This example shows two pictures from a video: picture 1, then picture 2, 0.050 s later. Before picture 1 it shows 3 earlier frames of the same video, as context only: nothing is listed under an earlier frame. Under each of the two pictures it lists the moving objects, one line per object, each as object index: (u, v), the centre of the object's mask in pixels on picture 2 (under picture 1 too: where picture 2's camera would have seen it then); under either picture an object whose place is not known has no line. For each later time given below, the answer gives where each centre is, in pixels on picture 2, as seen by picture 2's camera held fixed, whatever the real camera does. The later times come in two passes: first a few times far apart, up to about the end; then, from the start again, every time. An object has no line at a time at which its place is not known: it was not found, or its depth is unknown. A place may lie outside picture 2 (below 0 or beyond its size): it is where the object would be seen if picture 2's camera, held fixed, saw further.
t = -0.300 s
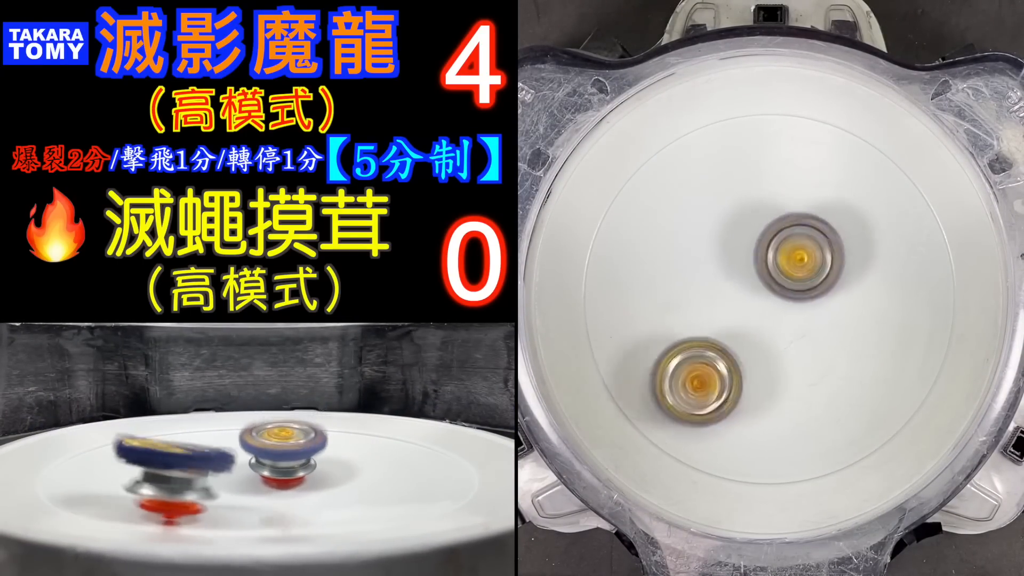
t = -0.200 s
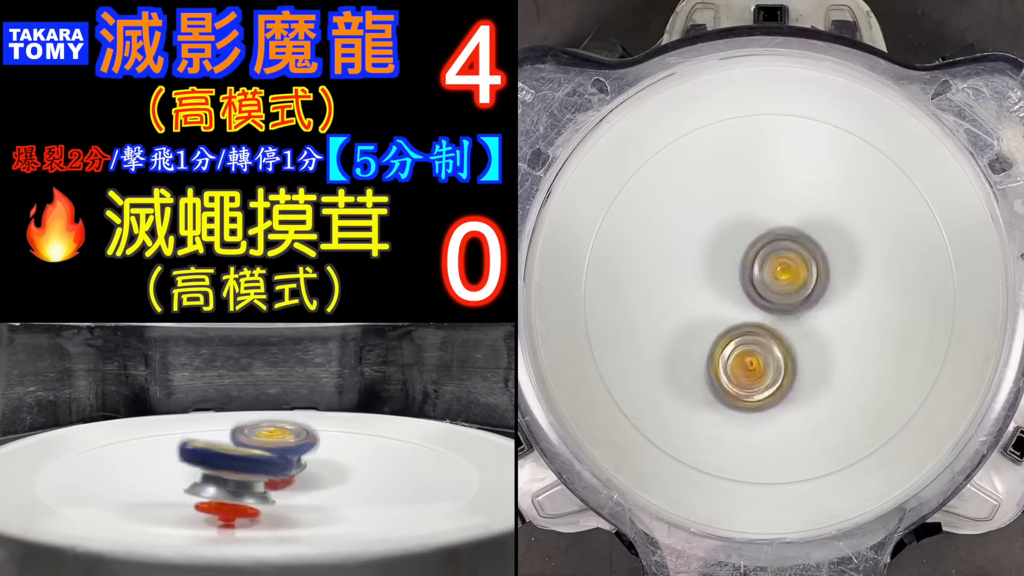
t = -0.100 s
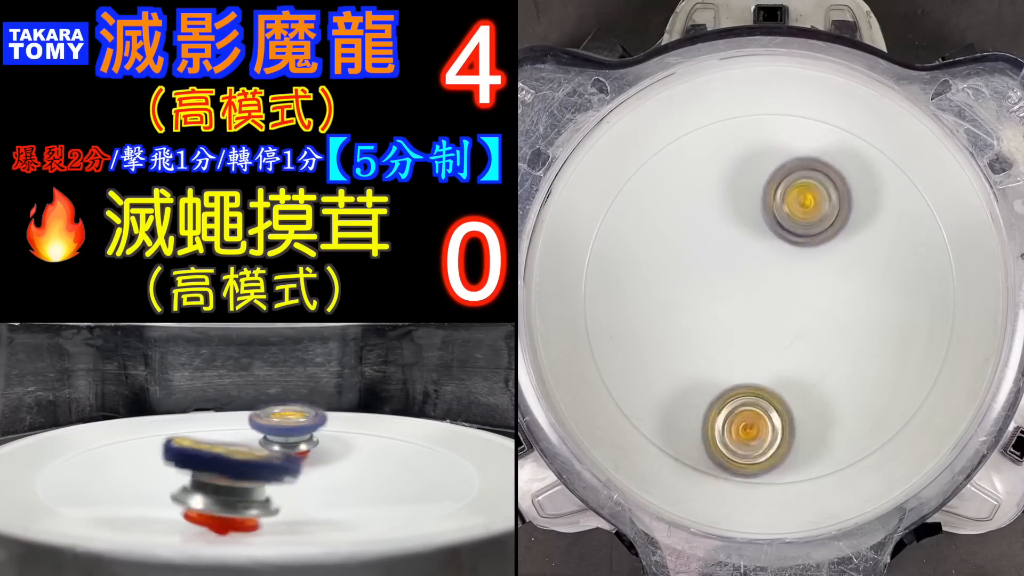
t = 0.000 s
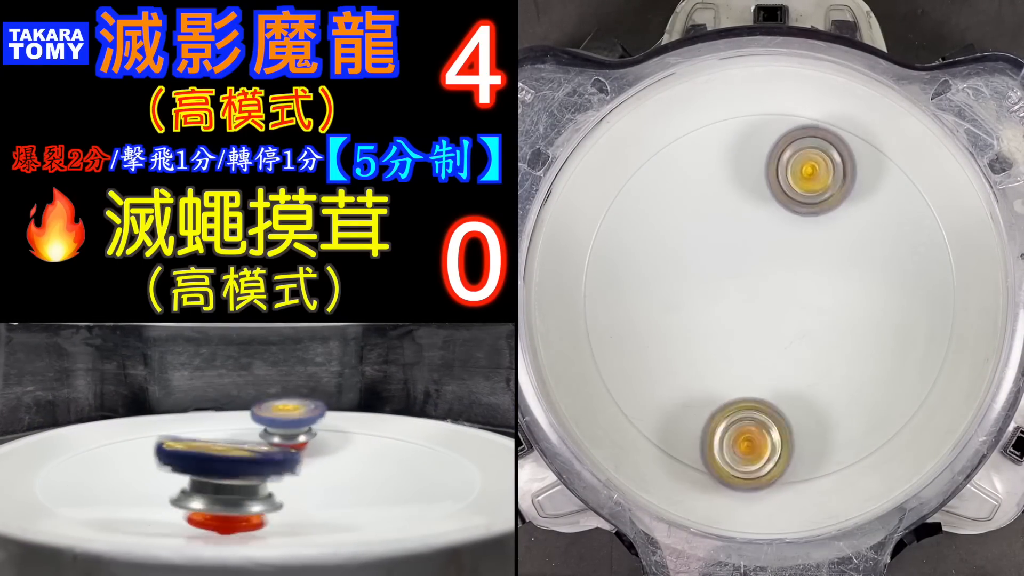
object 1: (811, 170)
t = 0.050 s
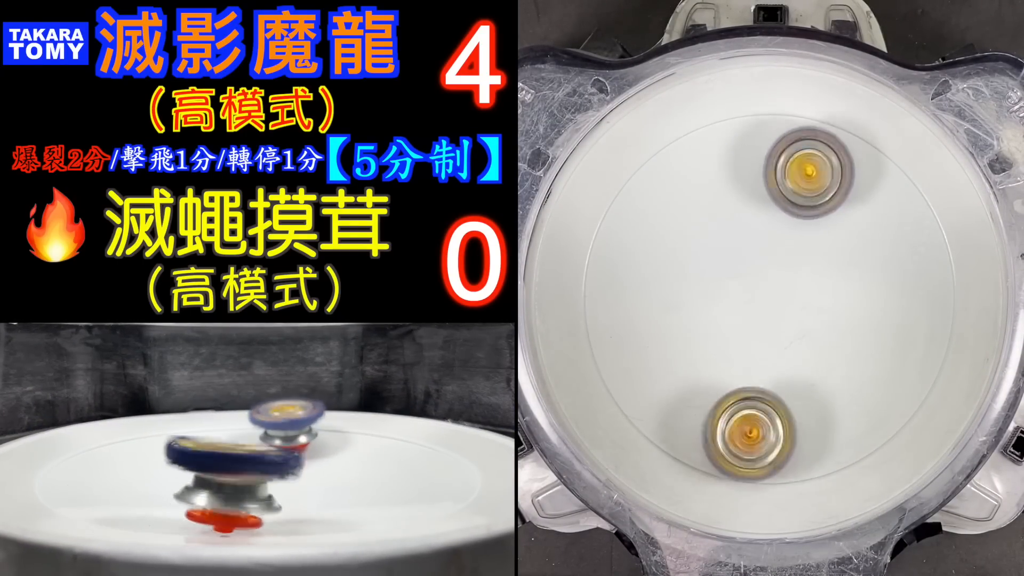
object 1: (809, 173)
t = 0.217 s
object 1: (807, 239)
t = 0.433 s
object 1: (873, 198)
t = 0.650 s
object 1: (858, 256)
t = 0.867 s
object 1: (884, 202)
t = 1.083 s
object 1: (861, 204)
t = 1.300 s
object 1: (795, 276)
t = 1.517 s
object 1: (769, 254)
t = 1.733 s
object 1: (760, 222)
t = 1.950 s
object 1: (749, 193)
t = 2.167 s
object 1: (765, 213)
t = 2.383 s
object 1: (761, 218)
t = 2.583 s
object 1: (749, 248)
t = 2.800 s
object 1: (750, 284)
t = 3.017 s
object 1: (751, 312)
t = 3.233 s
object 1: (755, 360)
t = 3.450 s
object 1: (761, 382)
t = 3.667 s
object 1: (778, 392)
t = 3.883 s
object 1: (792, 370)
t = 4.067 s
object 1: (809, 341)
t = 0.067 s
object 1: (808, 176)
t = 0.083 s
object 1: (808, 179)
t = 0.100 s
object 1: (807, 184)
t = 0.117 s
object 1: (807, 189)
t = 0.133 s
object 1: (807, 196)
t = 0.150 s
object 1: (807, 203)
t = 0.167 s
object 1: (807, 212)
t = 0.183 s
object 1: (807, 221)
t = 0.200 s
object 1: (807, 230)
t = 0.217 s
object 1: (807, 239)
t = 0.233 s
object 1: (808, 243)
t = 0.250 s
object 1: (818, 234)
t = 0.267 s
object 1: (828, 224)
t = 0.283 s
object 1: (836, 216)
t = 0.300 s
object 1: (843, 208)
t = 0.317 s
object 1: (850, 202)
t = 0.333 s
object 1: (856, 197)
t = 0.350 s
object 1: (862, 195)
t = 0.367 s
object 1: (865, 194)
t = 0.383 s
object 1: (867, 194)
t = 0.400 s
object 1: (869, 194)
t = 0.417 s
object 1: (871, 196)
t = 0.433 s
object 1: (873, 198)
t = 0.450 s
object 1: (874, 202)
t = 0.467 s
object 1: (875, 206)
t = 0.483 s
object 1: (874, 211)
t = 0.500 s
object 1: (874, 215)
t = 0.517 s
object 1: (873, 219)
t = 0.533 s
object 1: (873, 224)
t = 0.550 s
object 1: (872, 228)
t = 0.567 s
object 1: (871, 233)
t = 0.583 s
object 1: (869, 239)
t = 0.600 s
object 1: (866, 244)
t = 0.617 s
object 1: (863, 248)
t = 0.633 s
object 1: (861, 252)
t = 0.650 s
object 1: (858, 256)
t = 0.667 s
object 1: (855, 261)
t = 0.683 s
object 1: (851, 265)
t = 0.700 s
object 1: (847, 270)
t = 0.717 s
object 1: (842, 272)
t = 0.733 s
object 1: (837, 275)
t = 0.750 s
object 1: (834, 277)
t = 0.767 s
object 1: (830, 280)
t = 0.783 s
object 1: (832, 272)
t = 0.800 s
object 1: (845, 256)
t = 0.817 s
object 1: (857, 241)
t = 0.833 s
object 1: (867, 227)
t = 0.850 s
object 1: (876, 214)
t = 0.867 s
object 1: (884, 202)
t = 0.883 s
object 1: (892, 192)
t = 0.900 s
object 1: (898, 183)
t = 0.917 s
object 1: (902, 175)
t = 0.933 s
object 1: (899, 175)
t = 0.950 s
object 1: (897, 175)
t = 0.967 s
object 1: (893, 176)
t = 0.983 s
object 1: (889, 177)
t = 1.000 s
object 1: (885, 181)
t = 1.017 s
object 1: (880, 186)
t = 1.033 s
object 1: (874, 191)
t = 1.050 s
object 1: (868, 197)
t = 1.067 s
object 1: (861, 203)
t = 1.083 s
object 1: (861, 204)
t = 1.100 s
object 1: (855, 212)
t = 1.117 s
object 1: (848, 219)
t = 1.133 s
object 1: (840, 227)
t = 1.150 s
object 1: (832, 234)
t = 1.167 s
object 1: (824, 242)
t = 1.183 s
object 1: (816, 250)
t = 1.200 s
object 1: (808, 258)
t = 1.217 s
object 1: (800, 266)
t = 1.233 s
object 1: (791, 273)
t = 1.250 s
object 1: (787, 278)
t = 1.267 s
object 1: (790, 277)
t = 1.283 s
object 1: (794, 276)
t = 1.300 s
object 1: (795, 276)
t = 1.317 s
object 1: (796, 274)
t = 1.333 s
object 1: (797, 272)
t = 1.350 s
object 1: (797, 271)
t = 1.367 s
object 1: (796, 270)
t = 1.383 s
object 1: (793, 268)
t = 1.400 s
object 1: (792, 266)
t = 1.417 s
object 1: (790, 264)
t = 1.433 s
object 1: (786, 263)
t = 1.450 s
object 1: (782, 261)
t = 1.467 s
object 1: (780, 258)
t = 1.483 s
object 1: (777, 257)
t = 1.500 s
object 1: (773, 256)
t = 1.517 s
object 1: (769, 254)
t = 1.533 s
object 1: (771, 249)
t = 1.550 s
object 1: (772, 245)
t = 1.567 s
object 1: (772, 241)
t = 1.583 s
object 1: (772, 237)
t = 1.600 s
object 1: (771, 234)
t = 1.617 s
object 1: (770, 232)
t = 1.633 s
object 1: (768, 231)
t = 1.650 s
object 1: (766, 229)
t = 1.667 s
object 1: (765, 227)
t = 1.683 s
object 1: (764, 226)
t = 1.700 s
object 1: (762, 225)
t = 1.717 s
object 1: (760, 223)
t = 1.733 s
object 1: (760, 222)
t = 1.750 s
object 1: (758, 222)
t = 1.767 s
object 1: (756, 221)
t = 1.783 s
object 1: (755, 220)
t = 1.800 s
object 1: (754, 219)
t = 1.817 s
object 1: (752, 220)
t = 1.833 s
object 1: (750, 219)
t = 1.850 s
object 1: (749, 218)
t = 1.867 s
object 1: (748, 218)
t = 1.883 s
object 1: (746, 217)
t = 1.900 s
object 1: (747, 210)
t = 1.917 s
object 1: (748, 203)
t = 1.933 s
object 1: (748, 197)
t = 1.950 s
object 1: (749, 193)
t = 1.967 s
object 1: (749, 190)
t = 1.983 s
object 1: (750, 188)
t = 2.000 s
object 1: (751, 187)
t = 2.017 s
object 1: (752, 187)
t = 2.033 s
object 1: (753, 187)
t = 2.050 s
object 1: (755, 189)
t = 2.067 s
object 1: (756, 191)
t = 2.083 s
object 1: (758, 194)
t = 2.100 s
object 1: (759, 197)
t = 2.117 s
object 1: (761, 201)
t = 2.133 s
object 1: (763, 204)
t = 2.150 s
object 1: (764, 209)
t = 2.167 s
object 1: (765, 213)
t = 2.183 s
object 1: (766, 217)
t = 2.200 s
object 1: (768, 222)
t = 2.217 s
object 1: (769, 226)
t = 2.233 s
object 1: (770, 231)
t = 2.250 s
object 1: (772, 236)
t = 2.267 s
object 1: (772, 239)
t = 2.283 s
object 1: (772, 233)
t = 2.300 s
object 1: (769, 228)
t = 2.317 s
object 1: (767, 223)
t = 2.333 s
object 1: (766, 220)
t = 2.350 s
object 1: (764, 220)
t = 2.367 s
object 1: (762, 218)
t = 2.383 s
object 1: (761, 218)
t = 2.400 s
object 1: (759, 220)
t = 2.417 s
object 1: (757, 220)
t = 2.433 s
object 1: (757, 222)
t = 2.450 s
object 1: (756, 225)
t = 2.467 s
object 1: (753, 227)
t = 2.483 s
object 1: (753, 229)
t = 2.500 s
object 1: (753, 234)
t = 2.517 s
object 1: (751, 237)
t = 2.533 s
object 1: (751, 239)
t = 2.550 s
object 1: (751, 243)
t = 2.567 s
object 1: (749, 246)
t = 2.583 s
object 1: (749, 248)
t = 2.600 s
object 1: (750, 253)
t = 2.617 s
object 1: (748, 256)
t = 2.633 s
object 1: (748, 258)
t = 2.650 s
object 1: (749, 262)
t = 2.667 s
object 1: (748, 266)
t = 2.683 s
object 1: (748, 267)
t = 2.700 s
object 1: (749, 271)
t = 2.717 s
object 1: (748, 274)
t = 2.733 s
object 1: (748, 275)
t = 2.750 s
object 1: (750, 278)
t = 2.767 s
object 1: (748, 281)
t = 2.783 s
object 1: (749, 281)
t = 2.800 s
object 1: (750, 284)
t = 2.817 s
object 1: (749, 287)
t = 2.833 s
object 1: (749, 288)
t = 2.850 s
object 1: (751, 290)
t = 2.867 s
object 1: (750, 293)
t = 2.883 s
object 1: (750, 294)
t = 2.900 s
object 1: (752, 296)
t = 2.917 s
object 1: (752, 299)
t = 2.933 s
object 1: (752, 299)
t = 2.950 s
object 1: (754, 302)
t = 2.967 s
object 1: (752, 304)
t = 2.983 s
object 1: (751, 306)
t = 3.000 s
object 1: (752, 309)
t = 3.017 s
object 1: (751, 312)
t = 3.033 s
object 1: (751, 313)
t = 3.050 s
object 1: (752, 315)
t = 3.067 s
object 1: (751, 318)
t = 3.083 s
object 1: (751, 319)
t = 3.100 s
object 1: (753, 321)
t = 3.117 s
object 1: (752, 323)
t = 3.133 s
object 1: (752, 326)
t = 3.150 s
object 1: (753, 334)
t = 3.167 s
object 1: (752, 342)
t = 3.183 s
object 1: (753, 347)
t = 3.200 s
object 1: (754, 353)
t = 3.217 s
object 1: (754, 357)
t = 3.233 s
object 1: (755, 360)
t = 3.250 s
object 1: (756, 364)
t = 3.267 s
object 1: (755, 366)
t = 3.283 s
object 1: (756, 368)
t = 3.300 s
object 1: (757, 372)
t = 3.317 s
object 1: (756, 373)
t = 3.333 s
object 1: (758, 375)
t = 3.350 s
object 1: (758, 377)
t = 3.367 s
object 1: (758, 378)
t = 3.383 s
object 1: (759, 379)
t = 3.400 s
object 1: (759, 380)
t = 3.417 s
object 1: (759, 380)
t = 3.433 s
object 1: (761, 381)
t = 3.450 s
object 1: (761, 382)
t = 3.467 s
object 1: (761, 381)
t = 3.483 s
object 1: (763, 382)
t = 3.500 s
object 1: (763, 382)
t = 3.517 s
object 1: (765, 382)
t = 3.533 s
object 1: (767, 387)
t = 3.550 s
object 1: (768, 389)
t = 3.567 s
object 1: (771, 391)
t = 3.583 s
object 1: (772, 393)
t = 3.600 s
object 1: (773, 393)
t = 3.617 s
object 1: (775, 393)
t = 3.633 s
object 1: (776, 394)
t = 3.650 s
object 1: (776, 392)
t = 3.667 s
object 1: (778, 392)
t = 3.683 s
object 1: (779, 392)
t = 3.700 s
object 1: (779, 390)
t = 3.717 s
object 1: (781, 389)
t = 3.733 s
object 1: (781, 388)
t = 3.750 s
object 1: (783, 386)
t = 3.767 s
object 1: (784, 385)
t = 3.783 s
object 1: (784, 384)
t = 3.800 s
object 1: (786, 381)
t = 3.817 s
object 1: (788, 380)
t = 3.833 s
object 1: (788, 377)
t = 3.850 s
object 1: (790, 375)
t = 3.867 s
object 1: (792, 374)
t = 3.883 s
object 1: (792, 370)
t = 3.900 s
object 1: (795, 368)
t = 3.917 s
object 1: (796, 367)
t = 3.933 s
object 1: (797, 363)
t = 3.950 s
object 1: (800, 361)
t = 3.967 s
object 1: (801, 359)
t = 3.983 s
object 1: (803, 356)
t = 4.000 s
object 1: (804, 353)
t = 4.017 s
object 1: (805, 350)
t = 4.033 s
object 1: (807, 347)
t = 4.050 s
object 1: (808, 345)
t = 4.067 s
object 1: (809, 341)
